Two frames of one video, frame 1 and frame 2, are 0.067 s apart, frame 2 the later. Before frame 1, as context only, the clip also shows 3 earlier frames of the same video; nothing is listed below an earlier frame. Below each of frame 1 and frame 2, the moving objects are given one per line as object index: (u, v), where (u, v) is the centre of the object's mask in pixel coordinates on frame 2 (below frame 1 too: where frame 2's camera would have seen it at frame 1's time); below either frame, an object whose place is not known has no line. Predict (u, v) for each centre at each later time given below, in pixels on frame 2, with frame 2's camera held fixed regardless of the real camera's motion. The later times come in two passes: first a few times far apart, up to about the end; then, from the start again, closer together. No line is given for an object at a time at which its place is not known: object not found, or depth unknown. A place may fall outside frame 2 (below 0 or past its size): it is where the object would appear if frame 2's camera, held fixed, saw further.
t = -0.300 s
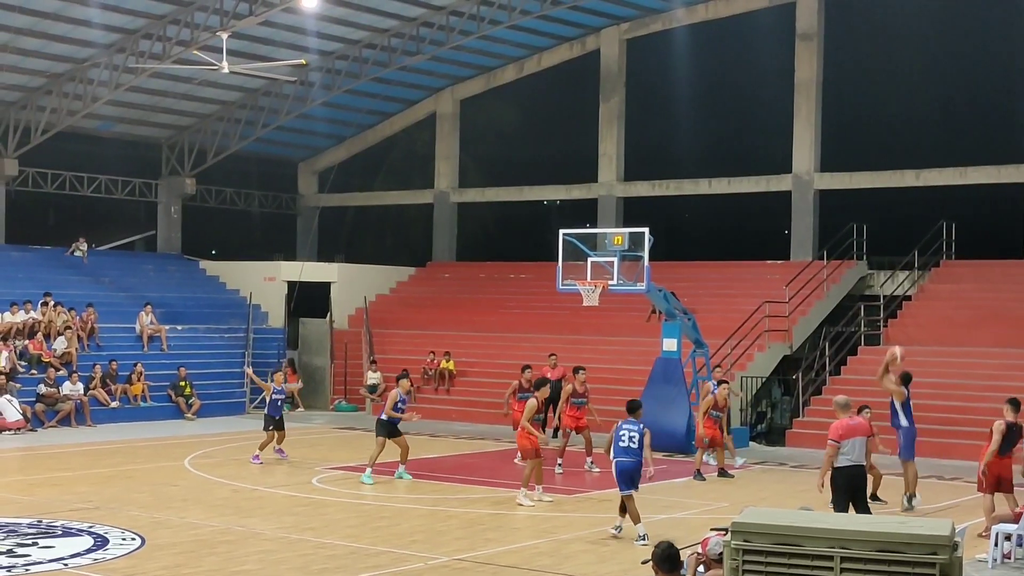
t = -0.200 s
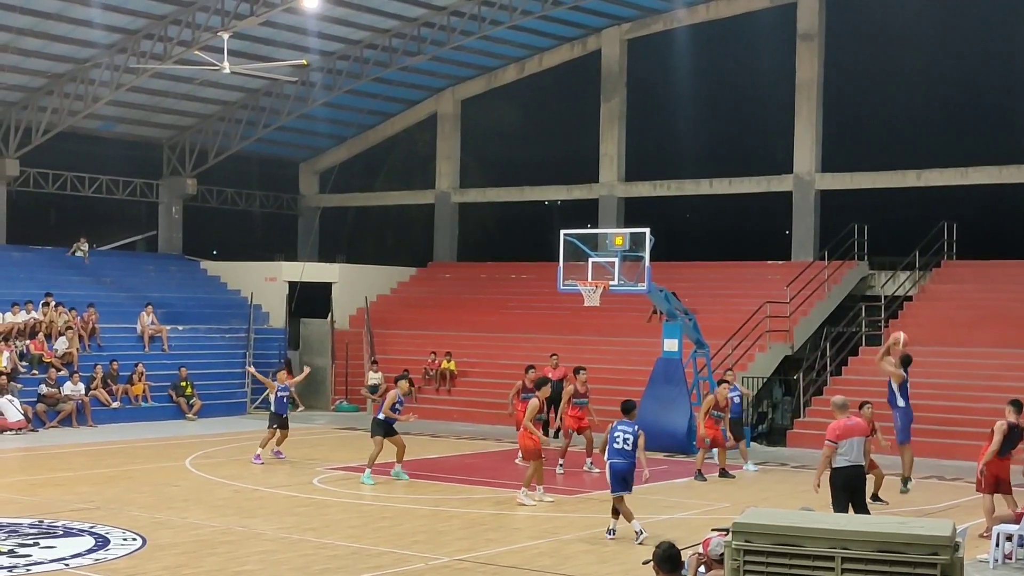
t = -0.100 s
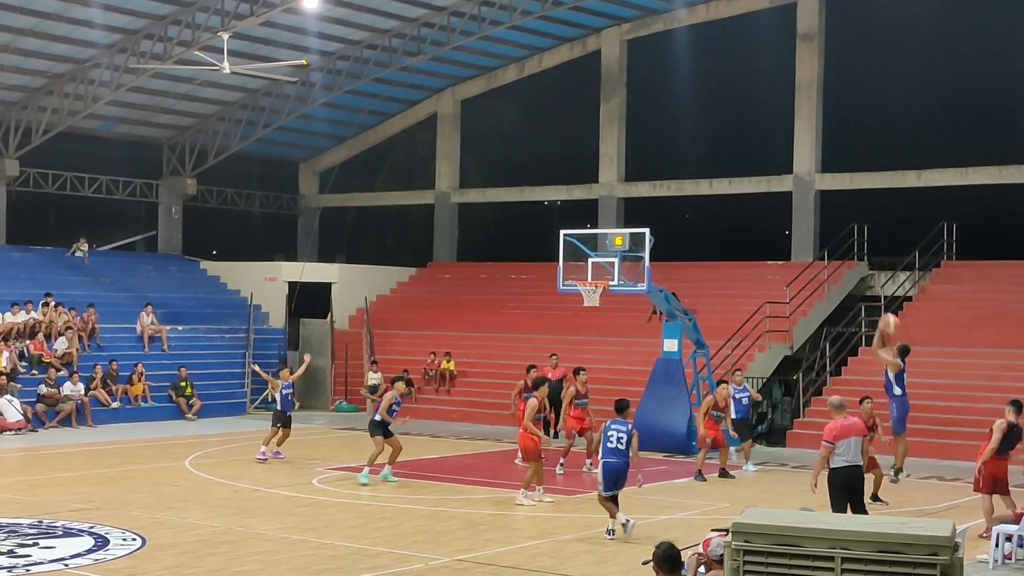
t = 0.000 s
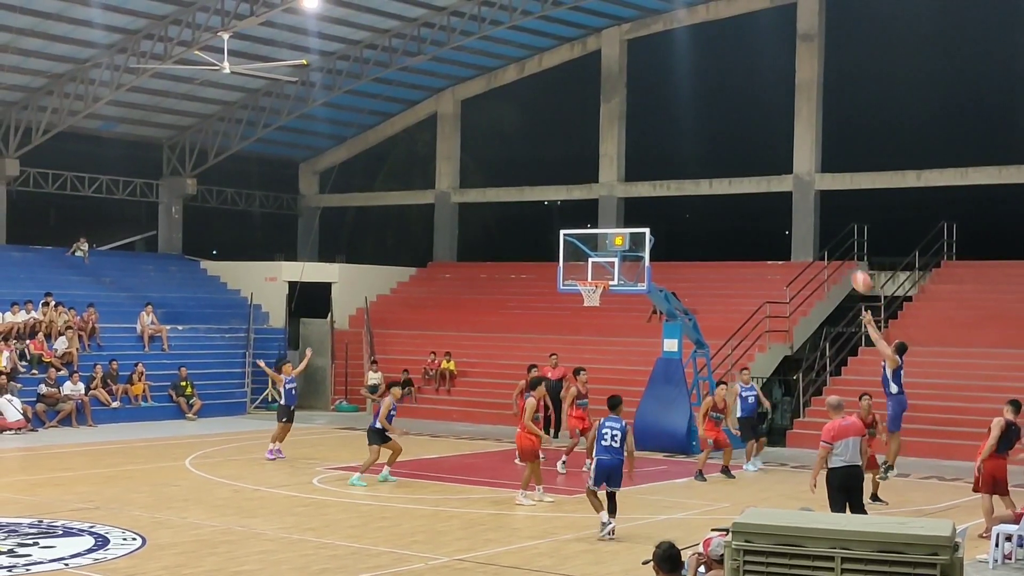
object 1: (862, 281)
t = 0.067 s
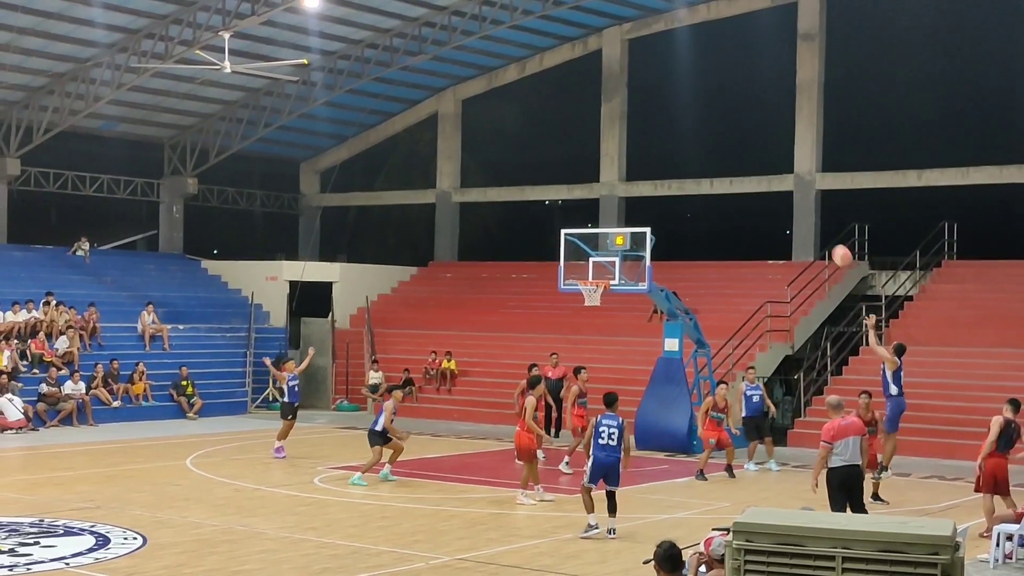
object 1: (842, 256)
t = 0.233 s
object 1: (793, 210)
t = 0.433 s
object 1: (741, 184)
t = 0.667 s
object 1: (686, 187)
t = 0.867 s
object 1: (643, 215)
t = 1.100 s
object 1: (597, 274)
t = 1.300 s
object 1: (584, 243)
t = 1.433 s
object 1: (576, 234)
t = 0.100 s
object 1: (832, 245)
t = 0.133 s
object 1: (822, 235)
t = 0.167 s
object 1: (812, 226)
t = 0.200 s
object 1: (802, 217)
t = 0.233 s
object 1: (793, 210)
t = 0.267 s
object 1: (784, 204)
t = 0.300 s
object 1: (775, 198)
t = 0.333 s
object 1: (766, 194)
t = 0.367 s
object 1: (758, 190)
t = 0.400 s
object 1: (749, 187)
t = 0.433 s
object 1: (741, 184)
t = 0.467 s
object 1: (732, 181)
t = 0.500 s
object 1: (725, 181)
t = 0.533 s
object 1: (717, 181)
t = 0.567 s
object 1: (709, 181)
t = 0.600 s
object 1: (701, 182)
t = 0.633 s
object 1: (694, 185)
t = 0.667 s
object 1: (686, 187)
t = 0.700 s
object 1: (679, 191)
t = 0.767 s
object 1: (664, 199)
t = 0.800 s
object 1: (657, 204)
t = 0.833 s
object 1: (650, 209)
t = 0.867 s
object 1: (643, 215)
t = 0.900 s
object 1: (637, 221)
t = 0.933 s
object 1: (630, 229)
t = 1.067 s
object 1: (603, 266)
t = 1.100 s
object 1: (597, 274)
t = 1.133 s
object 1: (594, 269)
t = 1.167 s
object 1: (592, 262)
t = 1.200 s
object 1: (590, 257)
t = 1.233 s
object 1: (588, 252)
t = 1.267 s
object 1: (586, 248)
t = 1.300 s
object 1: (584, 243)
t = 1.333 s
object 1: (582, 240)
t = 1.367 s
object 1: (580, 238)
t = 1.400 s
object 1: (578, 235)
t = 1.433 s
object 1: (576, 234)
